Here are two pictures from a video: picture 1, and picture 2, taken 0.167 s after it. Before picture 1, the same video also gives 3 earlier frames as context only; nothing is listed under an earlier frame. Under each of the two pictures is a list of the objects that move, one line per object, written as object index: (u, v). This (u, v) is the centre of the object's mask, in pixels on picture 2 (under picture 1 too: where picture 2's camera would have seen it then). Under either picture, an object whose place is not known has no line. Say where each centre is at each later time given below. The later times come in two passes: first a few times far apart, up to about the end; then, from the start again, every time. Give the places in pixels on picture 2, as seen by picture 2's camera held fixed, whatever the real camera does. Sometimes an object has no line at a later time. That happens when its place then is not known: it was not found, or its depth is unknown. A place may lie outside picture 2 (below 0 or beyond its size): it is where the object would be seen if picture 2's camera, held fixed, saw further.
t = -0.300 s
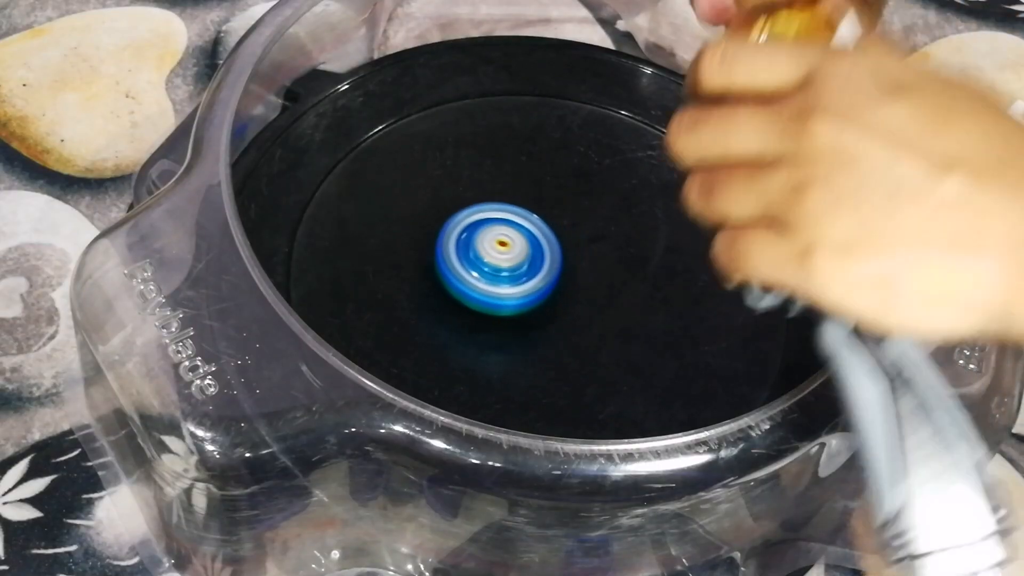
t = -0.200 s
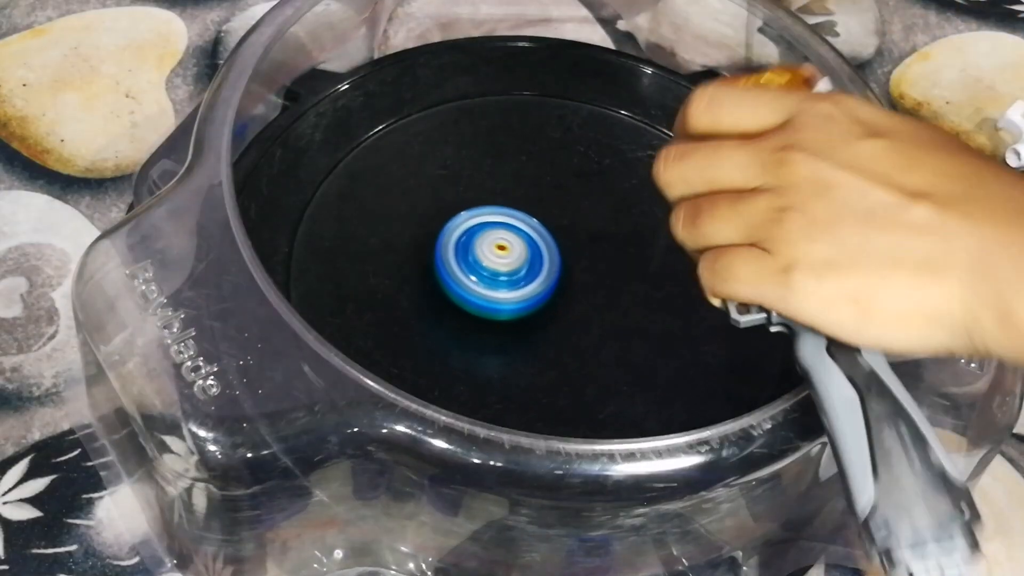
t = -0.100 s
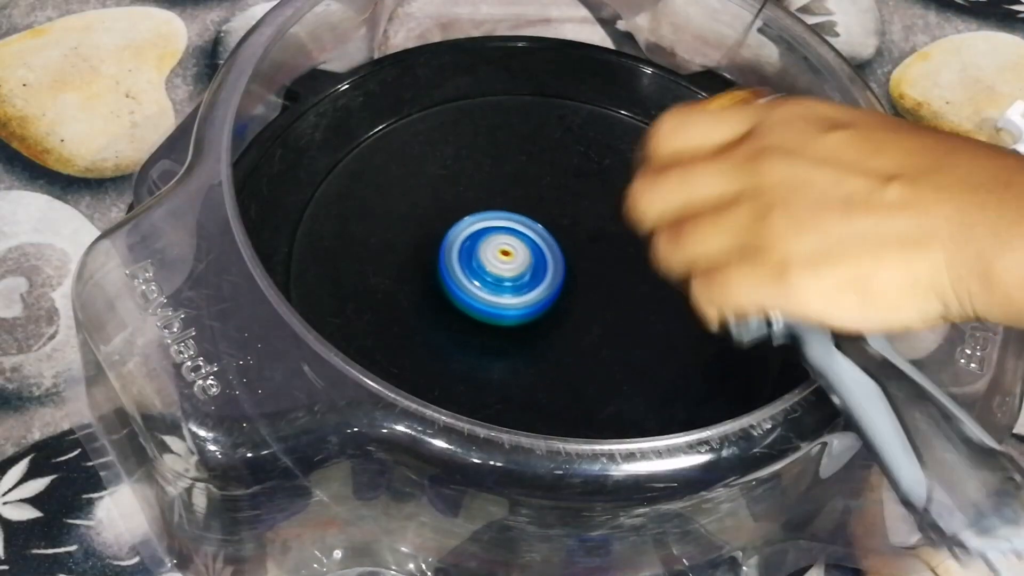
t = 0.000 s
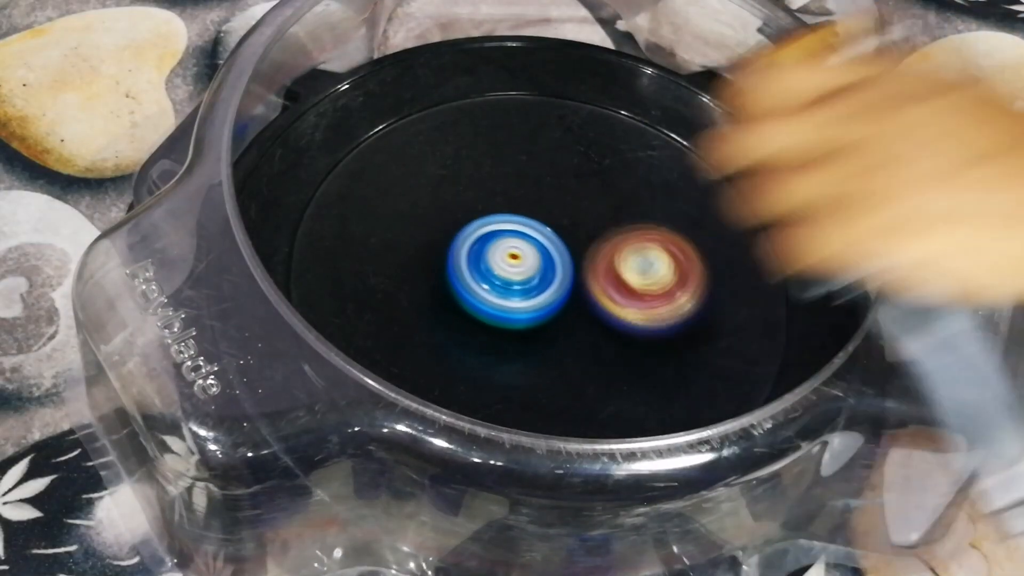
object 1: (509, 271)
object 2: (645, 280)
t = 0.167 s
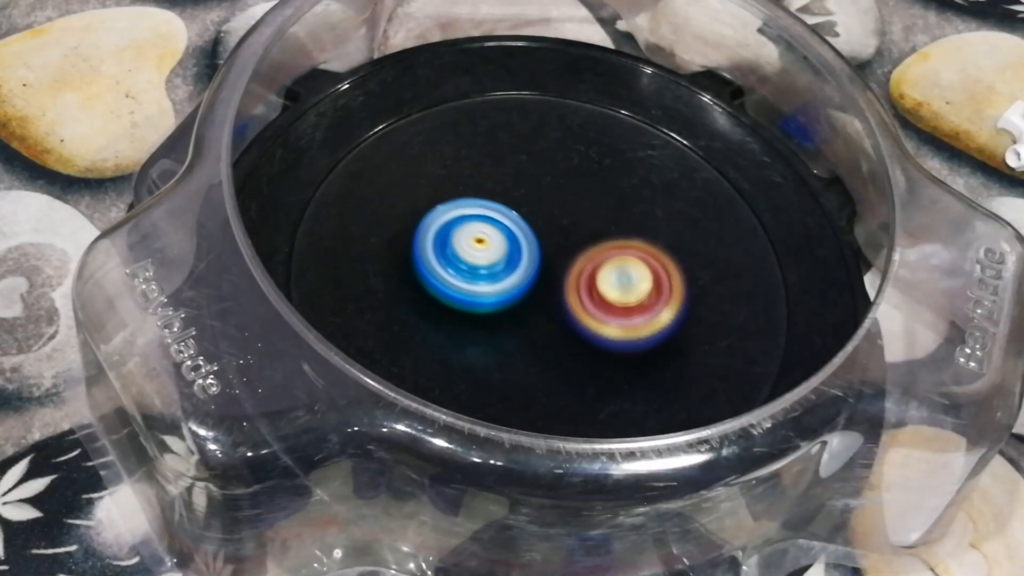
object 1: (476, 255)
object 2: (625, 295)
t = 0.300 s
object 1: (478, 258)
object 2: (645, 326)
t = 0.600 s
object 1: (542, 261)
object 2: (697, 266)
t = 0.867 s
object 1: (293, 198)
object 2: (682, 205)
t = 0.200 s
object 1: (473, 254)
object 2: (627, 306)
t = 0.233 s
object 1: (473, 254)
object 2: (631, 312)
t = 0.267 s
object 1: (474, 256)
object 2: (637, 320)
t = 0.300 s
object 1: (478, 258)
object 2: (645, 326)
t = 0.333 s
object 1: (483, 261)
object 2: (655, 332)
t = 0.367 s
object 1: (489, 263)
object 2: (667, 335)
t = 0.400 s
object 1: (496, 265)
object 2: (680, 336)
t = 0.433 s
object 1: (503, 267)
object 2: (693, 333)
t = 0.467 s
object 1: (511, 267)
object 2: (705, 324)
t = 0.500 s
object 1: (520, 267)
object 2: (713, 312)
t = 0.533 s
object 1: (528, 265)
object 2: (715, 297)
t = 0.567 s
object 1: (536, 263)
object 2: (709, 282)
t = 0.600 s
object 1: (542, 261)
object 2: (697, 266)
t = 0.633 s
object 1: (539, 256)
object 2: (681, 252)
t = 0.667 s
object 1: (482, 239)
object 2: (712, 244)
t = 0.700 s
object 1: (417, 217)
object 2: (749, 238)
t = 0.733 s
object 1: (364, 197)
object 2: (773, 231)
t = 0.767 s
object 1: (324, 182)
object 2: (770, 227)
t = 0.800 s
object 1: (304, 180)
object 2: (750, 220)
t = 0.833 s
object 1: (297, 189)
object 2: (720, 212)
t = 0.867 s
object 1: (293, 198)
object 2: (682, 205)
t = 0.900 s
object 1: (291, 204)
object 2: (640, 203)
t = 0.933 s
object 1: (291, 212)
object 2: (595, 208)
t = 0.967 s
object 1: (293, 222)
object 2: (551, 216)
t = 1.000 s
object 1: (296, 231)
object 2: (508, 231)
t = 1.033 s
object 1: (301, 239)
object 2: (470, 251)
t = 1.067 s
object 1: (308, 249)
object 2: (439, 275)
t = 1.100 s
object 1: (277, 251)
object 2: (459, 317)
